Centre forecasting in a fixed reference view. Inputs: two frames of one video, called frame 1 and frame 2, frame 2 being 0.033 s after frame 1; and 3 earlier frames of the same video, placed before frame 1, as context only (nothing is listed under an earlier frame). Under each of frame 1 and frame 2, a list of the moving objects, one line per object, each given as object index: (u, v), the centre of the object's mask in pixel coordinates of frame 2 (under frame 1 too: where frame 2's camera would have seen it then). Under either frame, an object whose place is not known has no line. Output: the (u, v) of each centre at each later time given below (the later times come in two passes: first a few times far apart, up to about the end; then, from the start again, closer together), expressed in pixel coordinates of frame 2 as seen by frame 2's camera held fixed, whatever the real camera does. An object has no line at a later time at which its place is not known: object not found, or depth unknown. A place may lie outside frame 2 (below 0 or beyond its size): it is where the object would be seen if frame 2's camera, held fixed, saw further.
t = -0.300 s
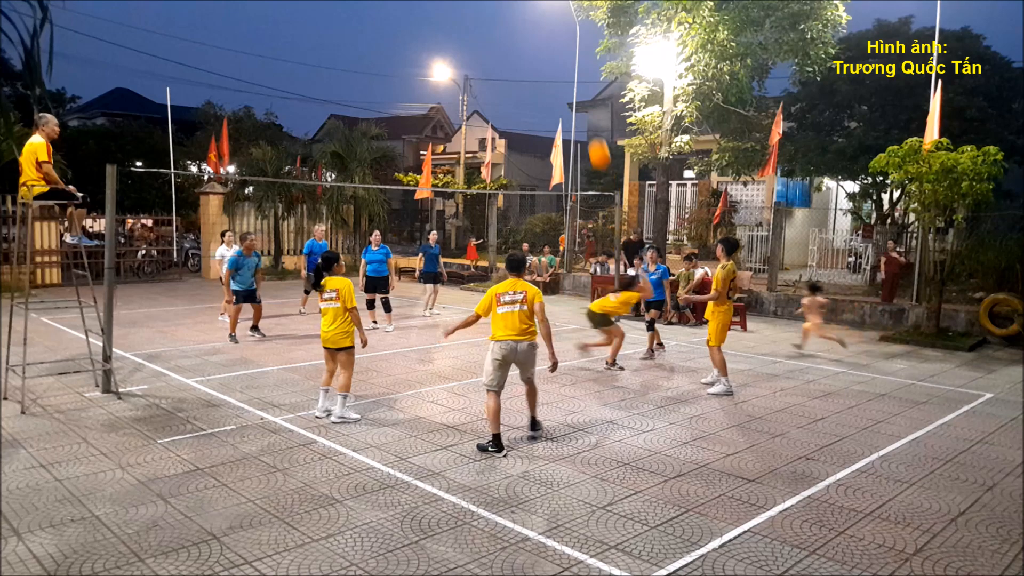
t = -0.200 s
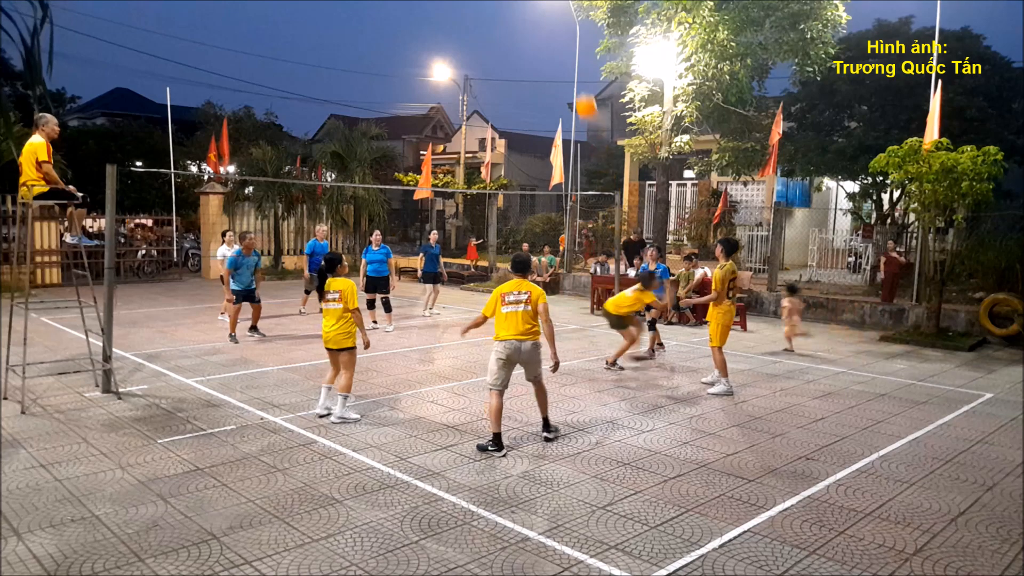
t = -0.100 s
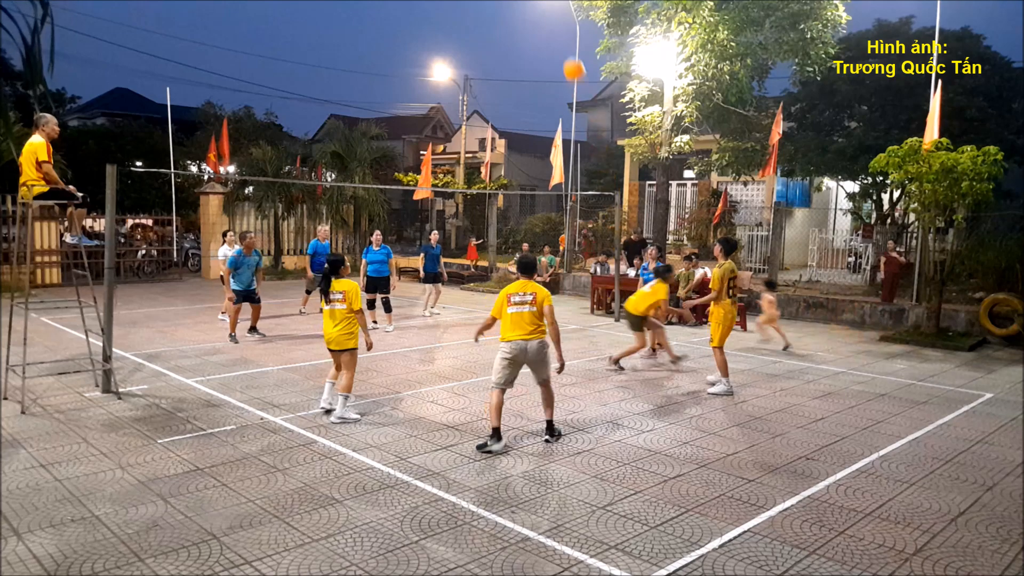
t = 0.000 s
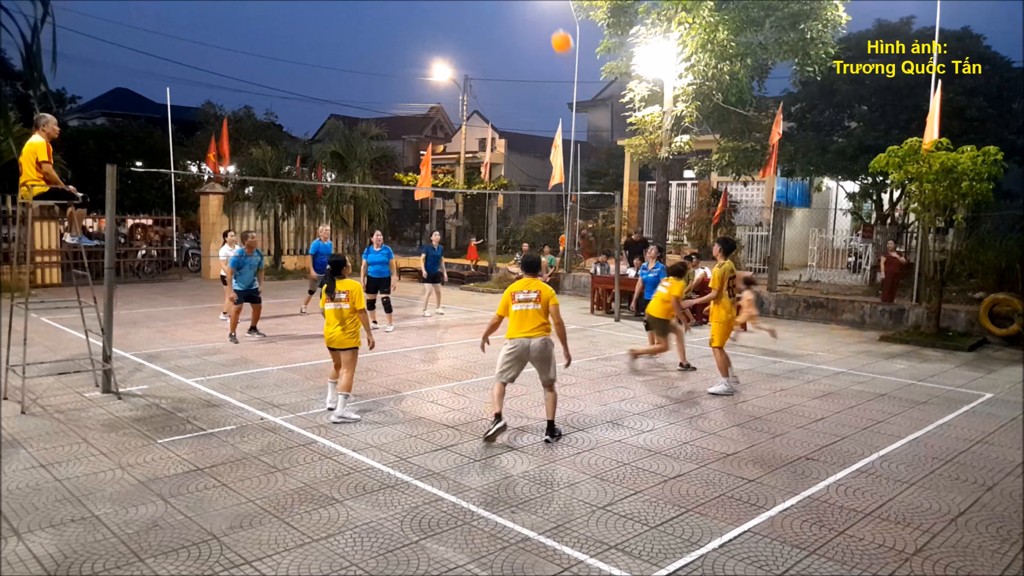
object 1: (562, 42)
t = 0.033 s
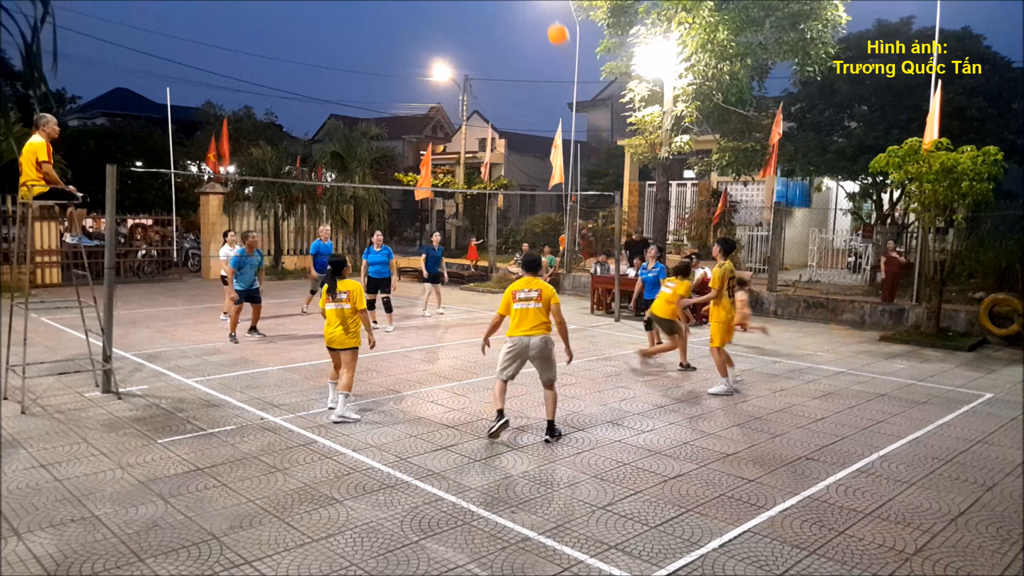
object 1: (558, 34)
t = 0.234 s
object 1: (532, 9)
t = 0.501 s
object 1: (500, 23)
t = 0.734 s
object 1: (472, 77)
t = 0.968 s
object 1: (448, 166)
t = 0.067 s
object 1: (554, 27)
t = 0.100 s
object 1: (550, 21)
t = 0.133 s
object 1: (545, 16)
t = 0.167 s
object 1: (541, 12)
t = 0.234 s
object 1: (532, 9)
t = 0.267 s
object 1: (529, 8)
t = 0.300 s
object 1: (524, 8)
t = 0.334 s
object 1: (520, 8)
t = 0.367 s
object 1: (516, 9)
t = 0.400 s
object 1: (512, 11)
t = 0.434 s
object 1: (508, 15)
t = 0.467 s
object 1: (504, 18)
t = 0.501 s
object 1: (500, 23)
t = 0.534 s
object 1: (496, 28)
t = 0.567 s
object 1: (492, 35)
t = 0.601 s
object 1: (488, 42)
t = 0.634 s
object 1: (484, 50)
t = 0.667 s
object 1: (480, 58)
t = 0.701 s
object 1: (476, 67)
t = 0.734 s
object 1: (472, 77)
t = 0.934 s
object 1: (451, 152)
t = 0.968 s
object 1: (448, 166)
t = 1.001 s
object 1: (445, 179)
